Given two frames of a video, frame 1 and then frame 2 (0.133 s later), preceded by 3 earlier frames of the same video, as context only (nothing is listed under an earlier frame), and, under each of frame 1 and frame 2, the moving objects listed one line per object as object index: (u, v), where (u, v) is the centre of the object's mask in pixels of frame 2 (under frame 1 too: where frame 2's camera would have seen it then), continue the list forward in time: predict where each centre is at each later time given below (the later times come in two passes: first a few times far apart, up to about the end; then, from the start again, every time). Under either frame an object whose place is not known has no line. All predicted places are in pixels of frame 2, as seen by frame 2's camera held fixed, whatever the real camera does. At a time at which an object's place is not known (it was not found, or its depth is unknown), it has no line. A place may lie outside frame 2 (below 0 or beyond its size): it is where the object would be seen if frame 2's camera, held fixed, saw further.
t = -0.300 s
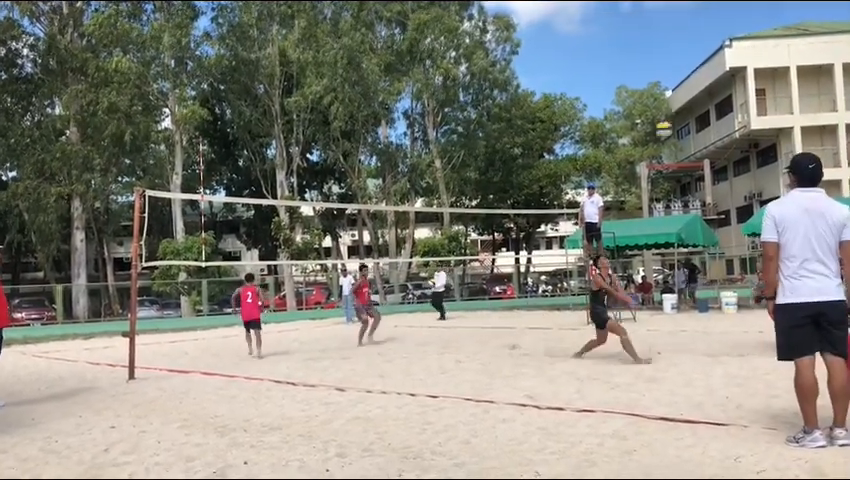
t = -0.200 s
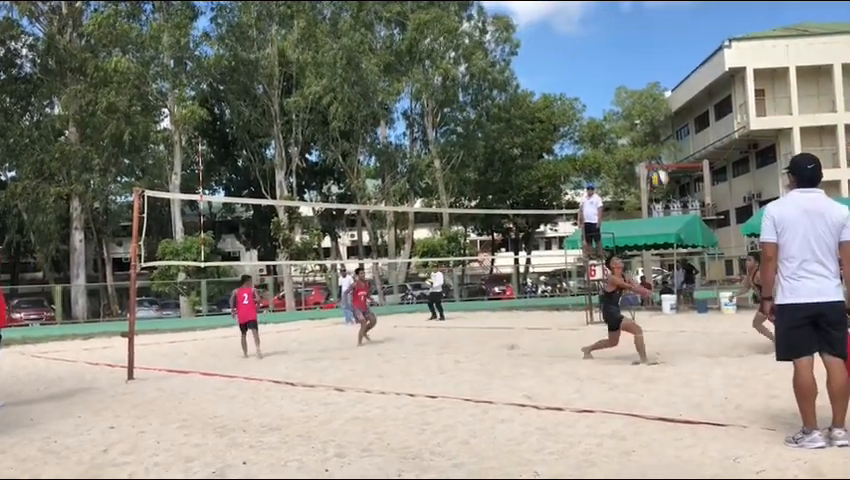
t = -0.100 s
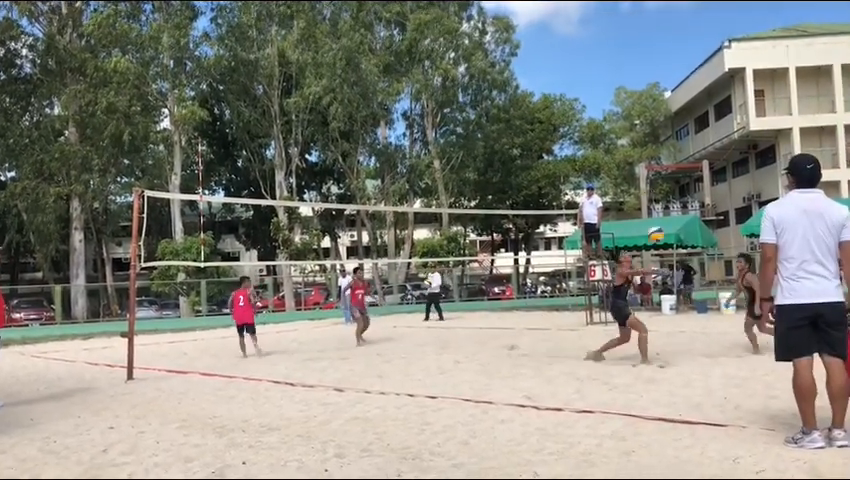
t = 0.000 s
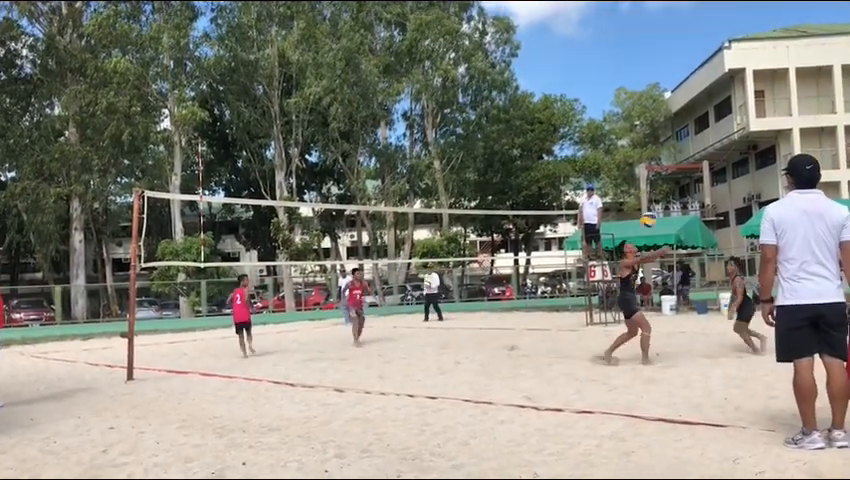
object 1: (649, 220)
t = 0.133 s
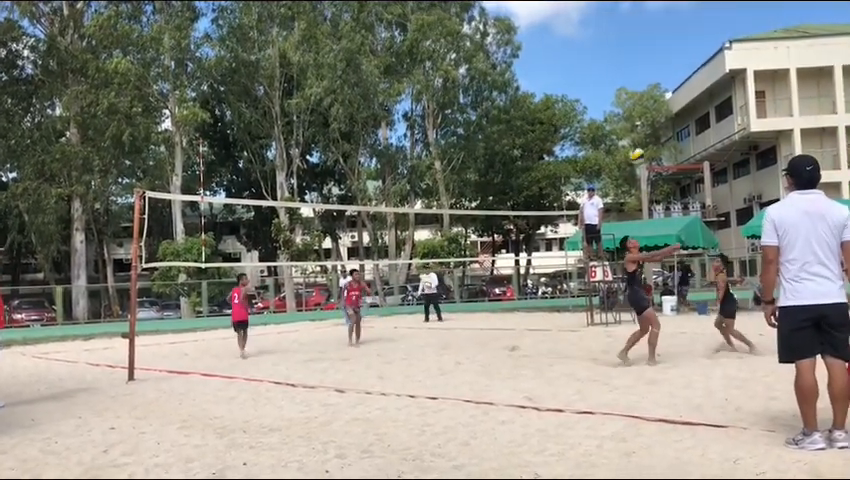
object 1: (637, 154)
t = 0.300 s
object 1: (622, 96)
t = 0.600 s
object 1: (603, 44)
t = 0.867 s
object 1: (589, 50)
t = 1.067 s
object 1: (581, 84)
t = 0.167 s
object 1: (634, 142)
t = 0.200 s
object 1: (631, 129)
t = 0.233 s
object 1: (629, 118)
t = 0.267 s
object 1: (626, 107)
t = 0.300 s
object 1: (622, 96)
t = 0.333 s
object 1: (620, 87)
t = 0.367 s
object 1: (618, 80)
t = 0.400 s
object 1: (616, 72)
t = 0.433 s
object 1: (613, 65)
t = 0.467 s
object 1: (611, 60)
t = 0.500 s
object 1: (609, 55)
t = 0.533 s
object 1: (607, 51)
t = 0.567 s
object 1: (604, 47)
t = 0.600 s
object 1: (603, 44)
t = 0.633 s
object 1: (601, 43)
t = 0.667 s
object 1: (599, 42)
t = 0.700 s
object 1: (597, 41)
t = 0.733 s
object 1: (596, 42)
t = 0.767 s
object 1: (594, 43)
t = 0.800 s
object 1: (593, 45)
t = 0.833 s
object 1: (591, 47)
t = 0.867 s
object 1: (589, 50)
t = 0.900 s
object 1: (587, 54)
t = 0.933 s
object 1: (586, 58)
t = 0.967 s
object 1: (584, 64)
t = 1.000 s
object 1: (583, 70)
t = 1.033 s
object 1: (582, 76)
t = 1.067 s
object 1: (581, 84)
